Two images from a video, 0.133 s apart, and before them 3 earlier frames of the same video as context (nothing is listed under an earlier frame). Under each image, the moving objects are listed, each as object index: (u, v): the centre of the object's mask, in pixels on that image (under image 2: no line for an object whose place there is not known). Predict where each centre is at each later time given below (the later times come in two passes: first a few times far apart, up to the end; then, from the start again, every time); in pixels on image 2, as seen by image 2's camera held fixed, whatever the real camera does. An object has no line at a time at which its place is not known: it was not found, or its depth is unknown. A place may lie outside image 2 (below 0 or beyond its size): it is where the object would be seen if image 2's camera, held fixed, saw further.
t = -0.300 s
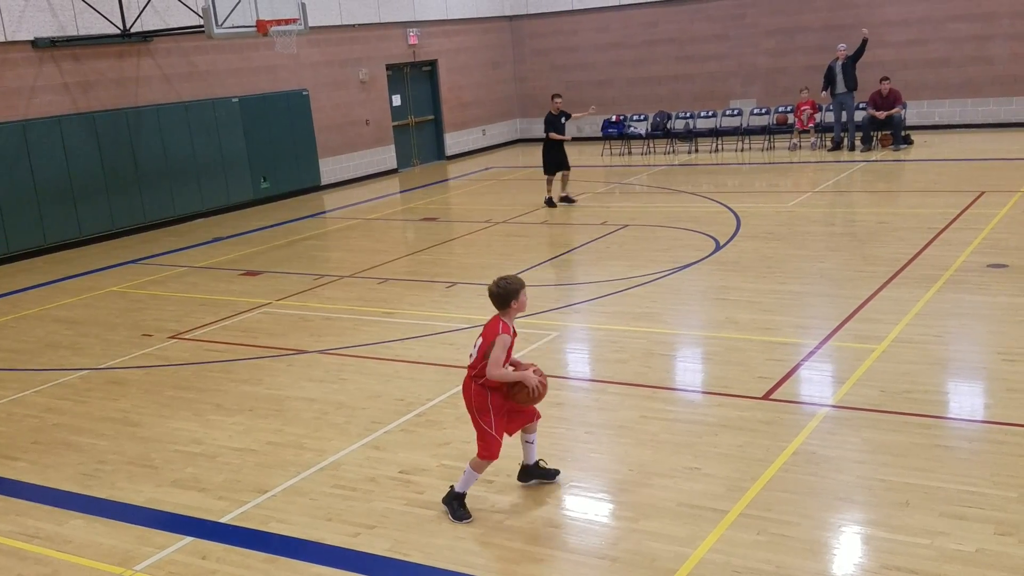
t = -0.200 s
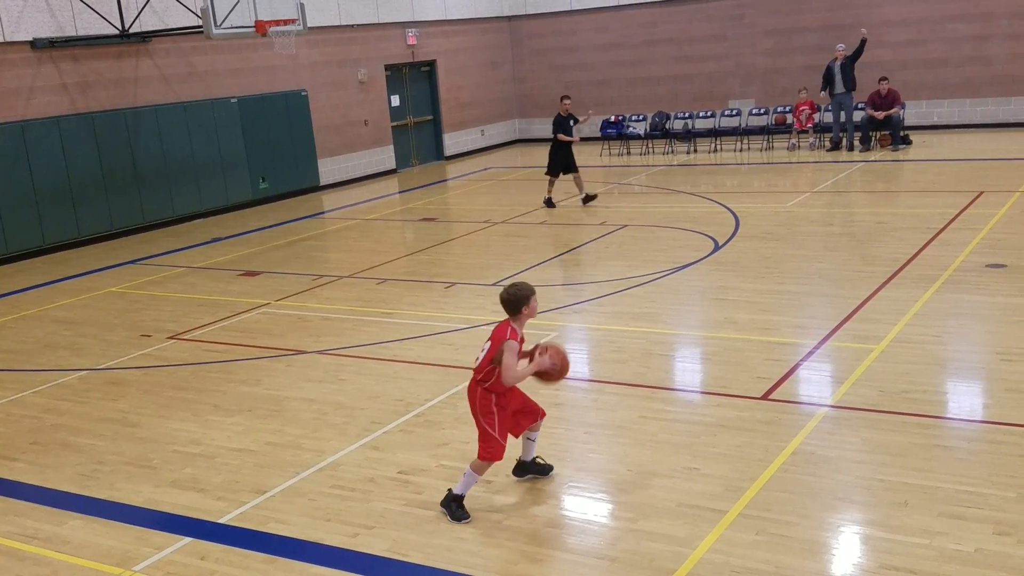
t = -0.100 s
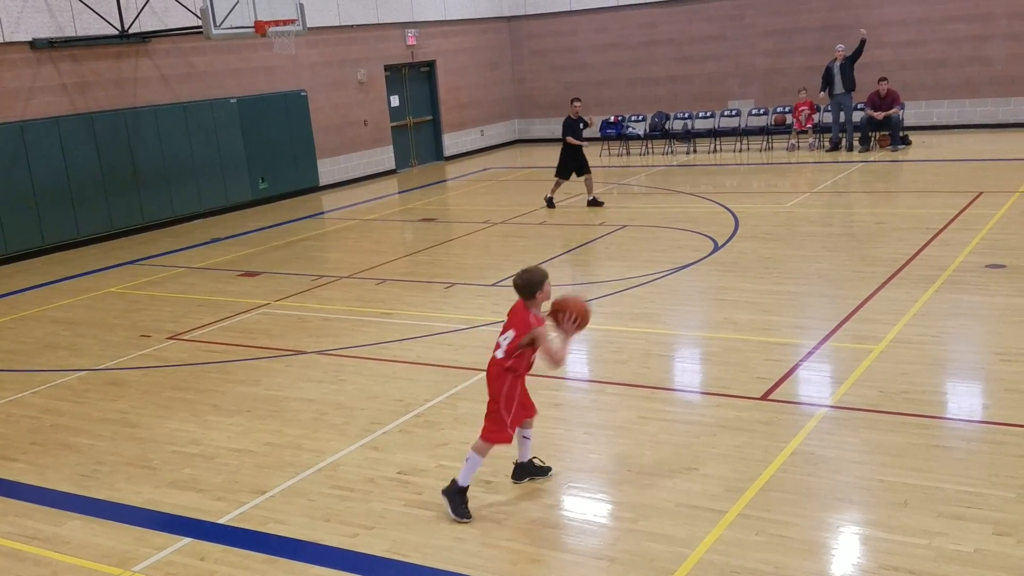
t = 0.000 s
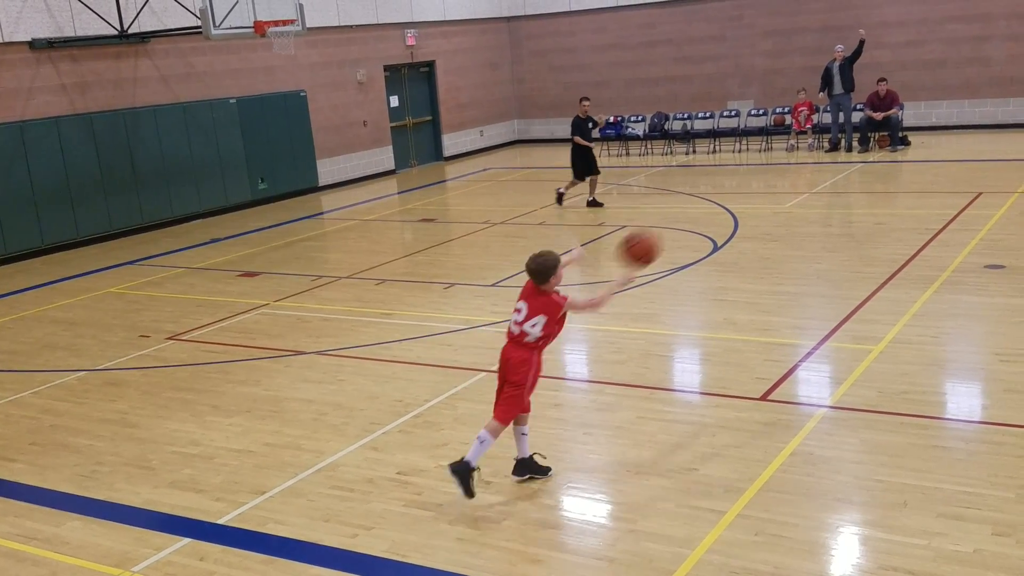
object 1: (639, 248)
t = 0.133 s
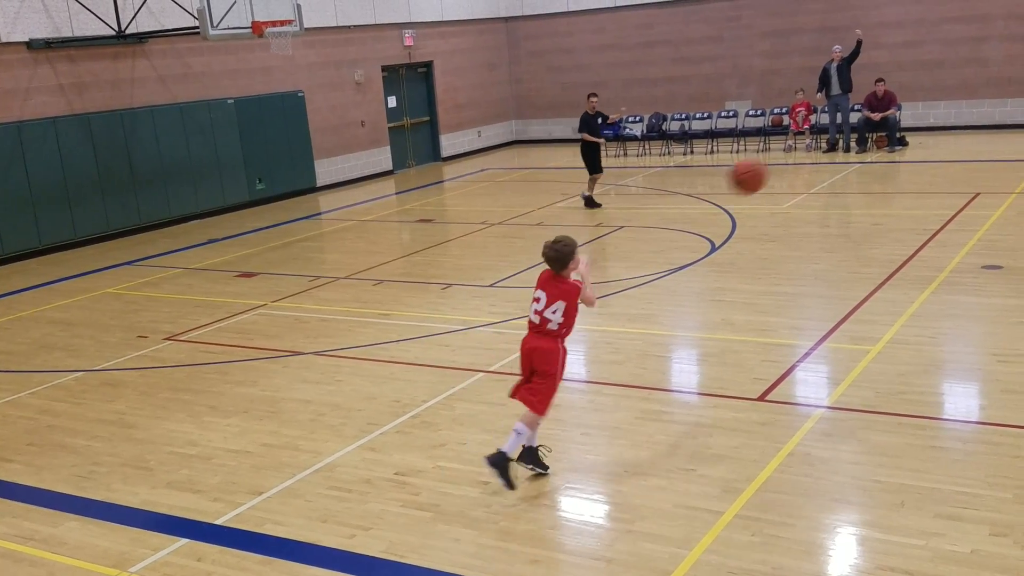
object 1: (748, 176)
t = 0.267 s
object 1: (846, 136)
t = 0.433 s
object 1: (946, 126)
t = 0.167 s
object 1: (773, 164)
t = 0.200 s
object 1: (798, 152)
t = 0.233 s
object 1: (822, 143)
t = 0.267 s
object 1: (846, 136)
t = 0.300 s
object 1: (869, 132)
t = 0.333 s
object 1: (889, 129)
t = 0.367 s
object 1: (909, 126)
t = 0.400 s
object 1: (929, 125)
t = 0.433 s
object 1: (946, 126)
